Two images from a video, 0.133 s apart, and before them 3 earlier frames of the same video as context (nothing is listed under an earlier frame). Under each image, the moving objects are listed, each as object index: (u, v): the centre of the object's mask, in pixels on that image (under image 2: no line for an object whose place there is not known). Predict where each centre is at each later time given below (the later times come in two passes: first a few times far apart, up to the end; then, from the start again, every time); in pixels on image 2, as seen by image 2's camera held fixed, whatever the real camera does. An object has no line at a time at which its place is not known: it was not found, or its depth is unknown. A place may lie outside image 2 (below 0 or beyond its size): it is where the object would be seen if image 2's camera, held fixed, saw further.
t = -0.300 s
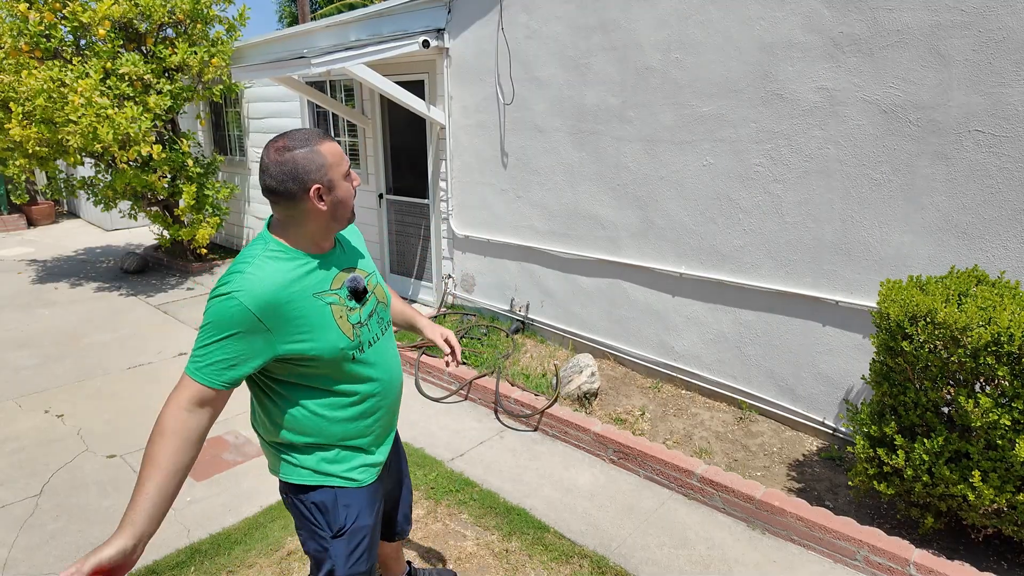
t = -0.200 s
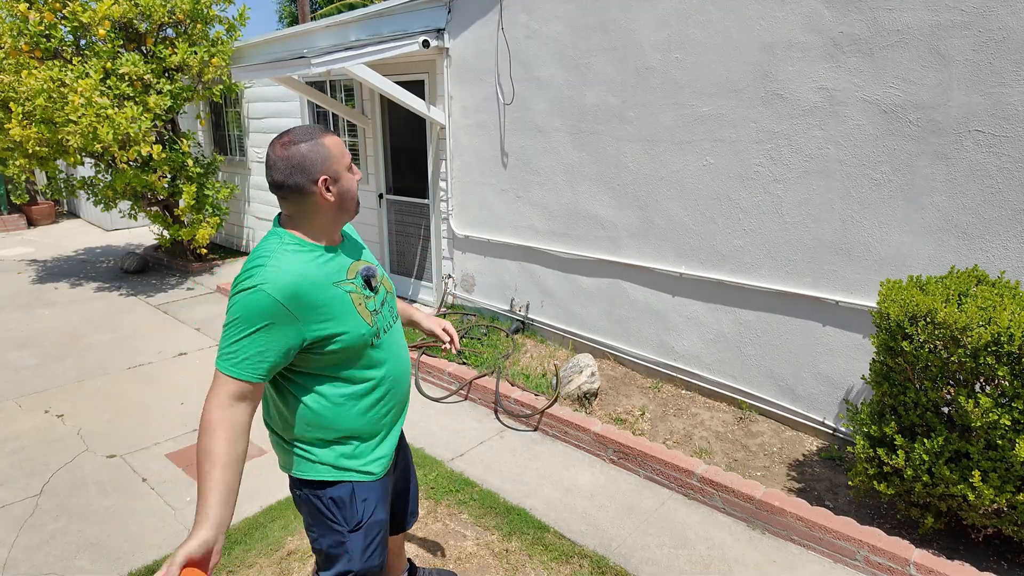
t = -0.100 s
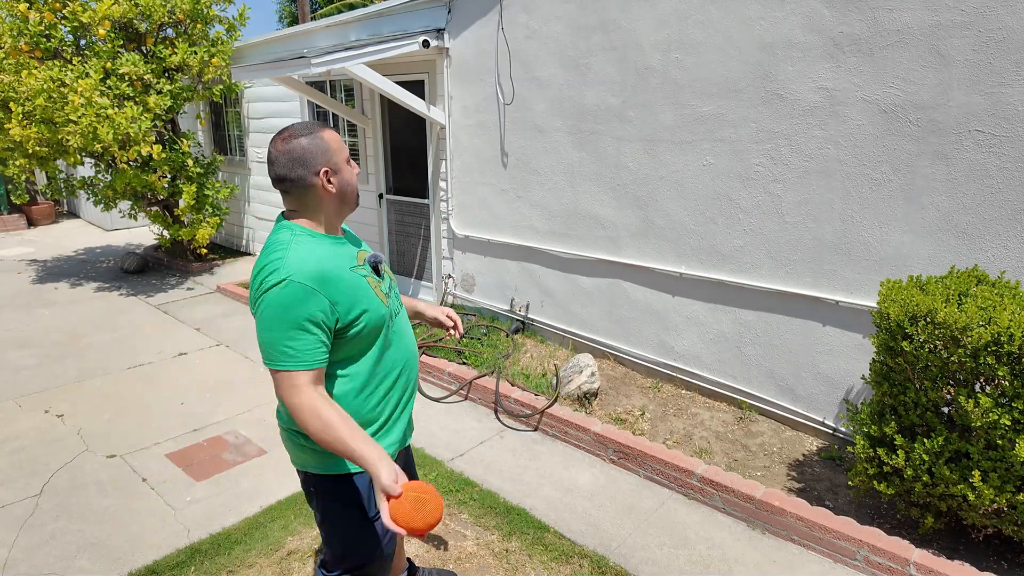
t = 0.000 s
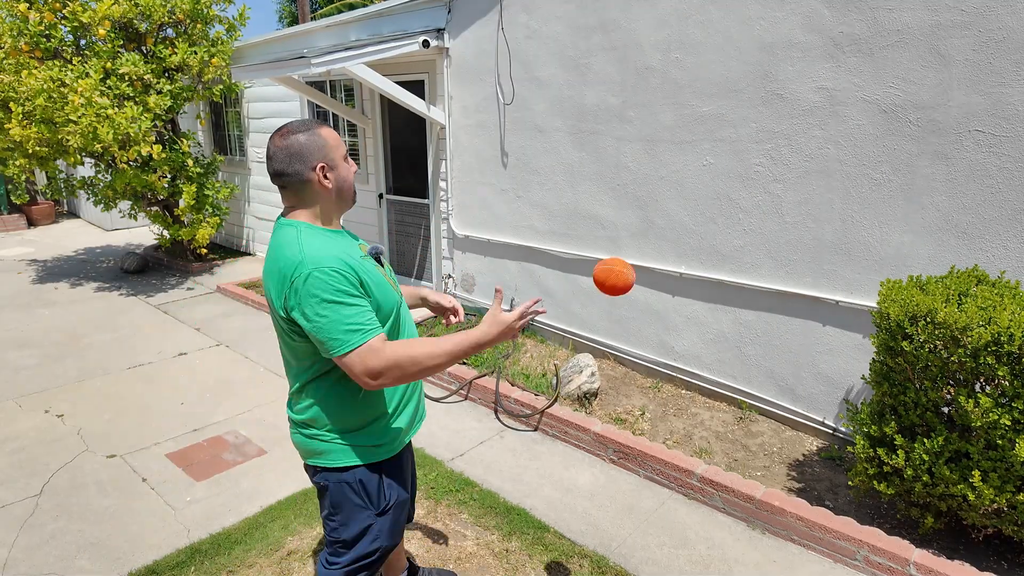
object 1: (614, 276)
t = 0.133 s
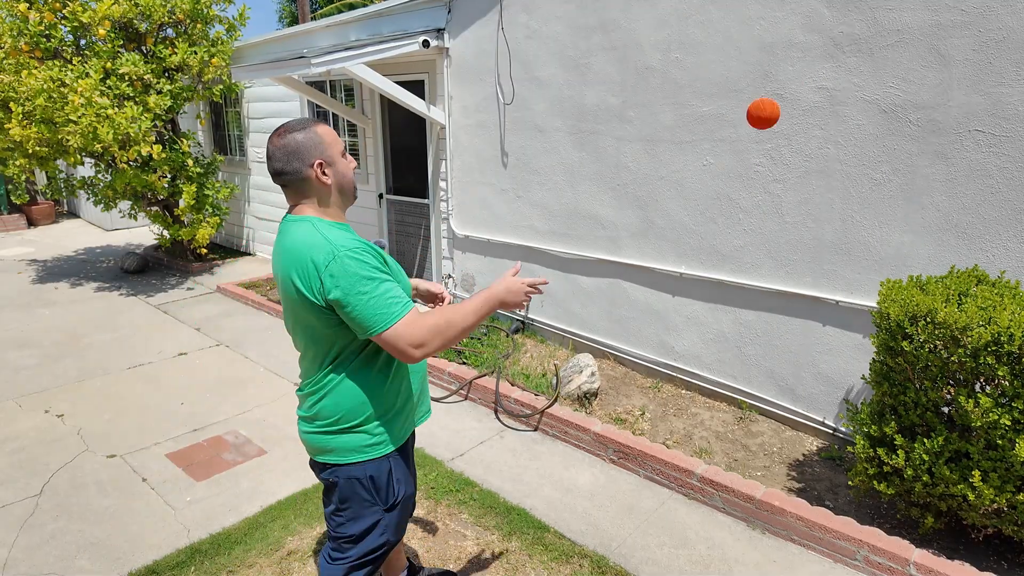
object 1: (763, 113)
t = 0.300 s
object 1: (843, 47)
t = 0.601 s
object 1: (682, 87)
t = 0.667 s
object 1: (624, 144)
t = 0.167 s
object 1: (788, 91)
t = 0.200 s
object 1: (810, 75)
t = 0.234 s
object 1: (830, 63)
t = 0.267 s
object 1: (846, 54)
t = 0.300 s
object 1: (843, 47)
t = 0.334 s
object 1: (831, 40)
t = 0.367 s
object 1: (818, 35)
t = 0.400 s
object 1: (804, 32)
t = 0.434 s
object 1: (788, 33)
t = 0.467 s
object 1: (771, 36)
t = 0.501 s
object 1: (752, 42)
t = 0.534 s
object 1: (731, 53)
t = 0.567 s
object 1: (708, 67)
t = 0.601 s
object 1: (682, 87)
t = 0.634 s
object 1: (654, 112)
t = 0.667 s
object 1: (624, 144)
